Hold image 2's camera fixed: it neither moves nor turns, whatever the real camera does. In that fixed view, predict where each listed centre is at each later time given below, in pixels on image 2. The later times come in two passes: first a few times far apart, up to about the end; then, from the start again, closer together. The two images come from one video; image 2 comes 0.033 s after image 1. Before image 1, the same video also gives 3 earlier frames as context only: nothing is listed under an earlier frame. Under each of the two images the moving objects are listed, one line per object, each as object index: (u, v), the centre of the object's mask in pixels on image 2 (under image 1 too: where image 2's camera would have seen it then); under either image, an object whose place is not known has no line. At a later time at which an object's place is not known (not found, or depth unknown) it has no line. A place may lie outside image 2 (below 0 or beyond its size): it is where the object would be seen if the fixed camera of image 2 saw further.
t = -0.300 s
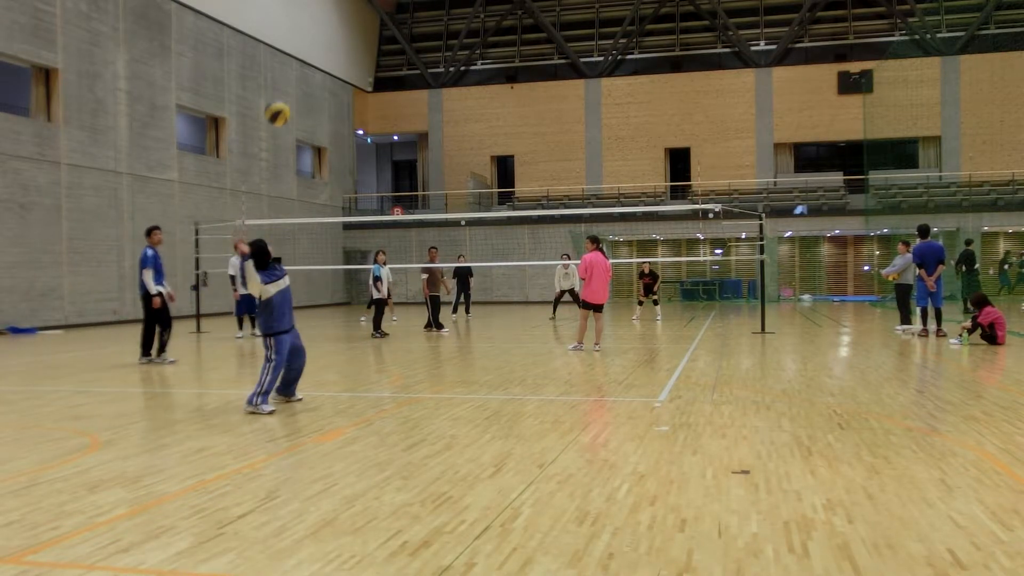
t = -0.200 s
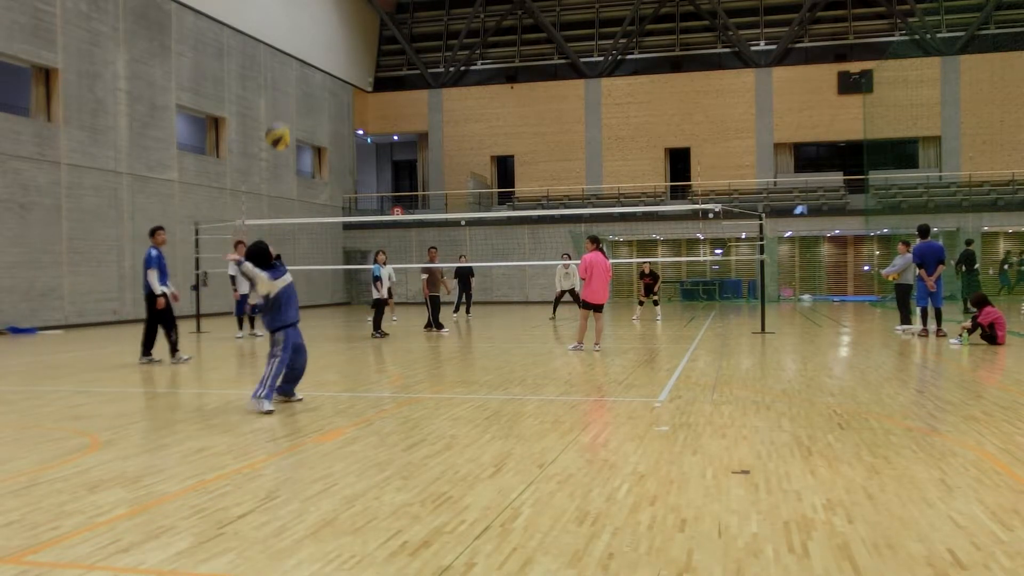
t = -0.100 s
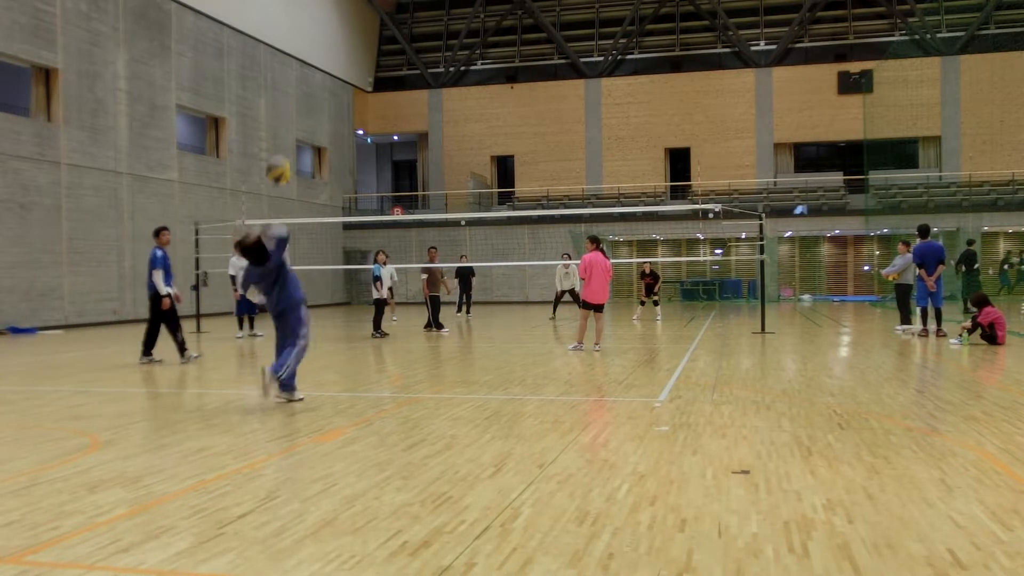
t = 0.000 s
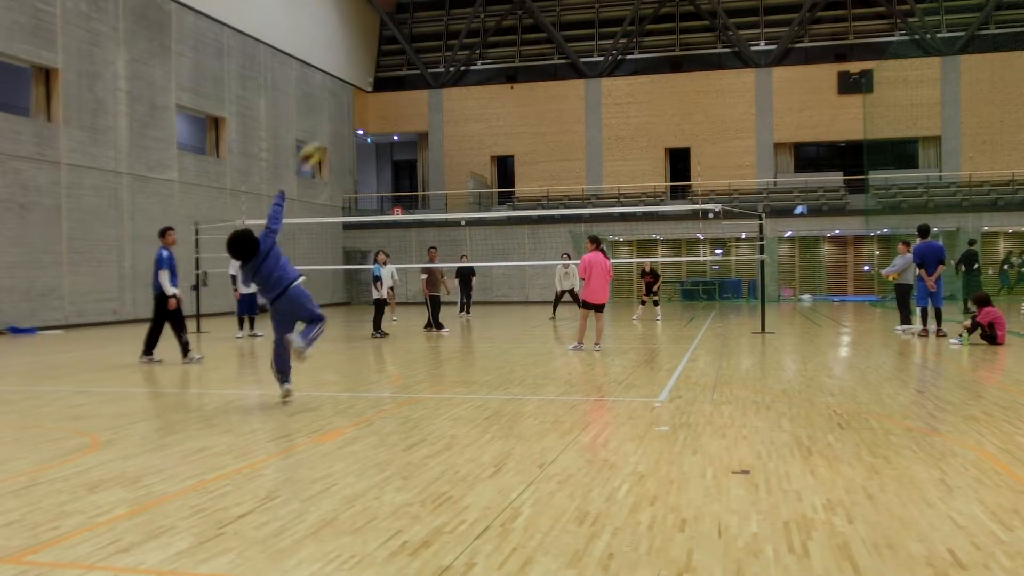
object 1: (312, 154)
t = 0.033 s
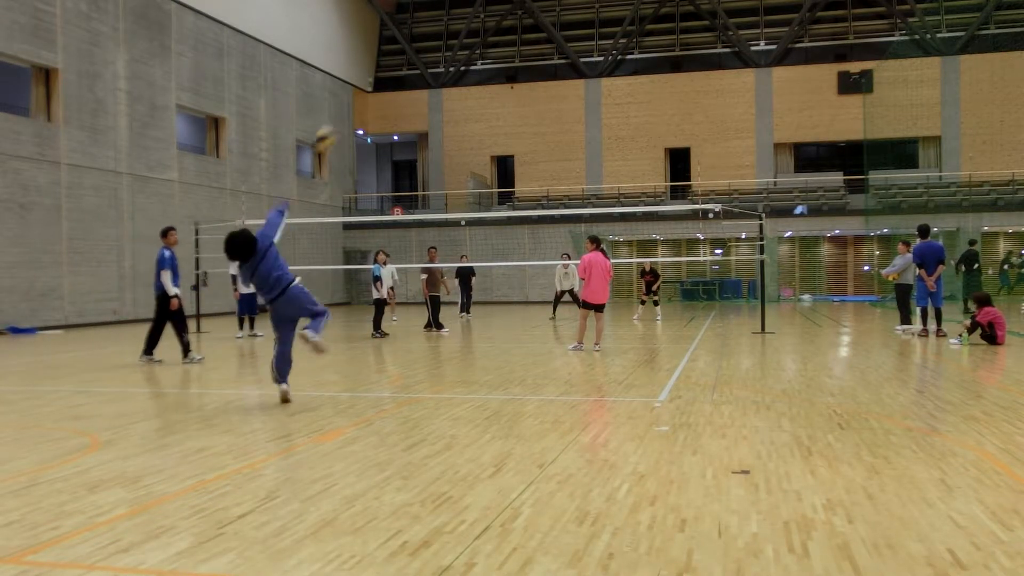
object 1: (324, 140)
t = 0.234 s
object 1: (388, 84)
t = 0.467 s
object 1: (437, 75)
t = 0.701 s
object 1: (470, 101)
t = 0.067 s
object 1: (338, 124)
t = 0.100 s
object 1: (350, 114)
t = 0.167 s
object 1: (372, 90)
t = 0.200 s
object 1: (380, 88)
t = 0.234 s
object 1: (388, 84)
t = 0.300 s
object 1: (404, 77)
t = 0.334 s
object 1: (412, 75)
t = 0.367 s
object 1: (418, 74)
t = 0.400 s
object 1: (426, 74)
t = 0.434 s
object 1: (431, 75)
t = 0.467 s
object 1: (437, 75)
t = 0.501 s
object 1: (442, 78)
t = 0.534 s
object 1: (447, 80)
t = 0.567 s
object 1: (452, 83)
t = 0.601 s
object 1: (456, 87)
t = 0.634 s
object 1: (460, 90)
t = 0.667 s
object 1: (465, 96)
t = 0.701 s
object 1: (470, 101)
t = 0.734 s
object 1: (473, 106)
